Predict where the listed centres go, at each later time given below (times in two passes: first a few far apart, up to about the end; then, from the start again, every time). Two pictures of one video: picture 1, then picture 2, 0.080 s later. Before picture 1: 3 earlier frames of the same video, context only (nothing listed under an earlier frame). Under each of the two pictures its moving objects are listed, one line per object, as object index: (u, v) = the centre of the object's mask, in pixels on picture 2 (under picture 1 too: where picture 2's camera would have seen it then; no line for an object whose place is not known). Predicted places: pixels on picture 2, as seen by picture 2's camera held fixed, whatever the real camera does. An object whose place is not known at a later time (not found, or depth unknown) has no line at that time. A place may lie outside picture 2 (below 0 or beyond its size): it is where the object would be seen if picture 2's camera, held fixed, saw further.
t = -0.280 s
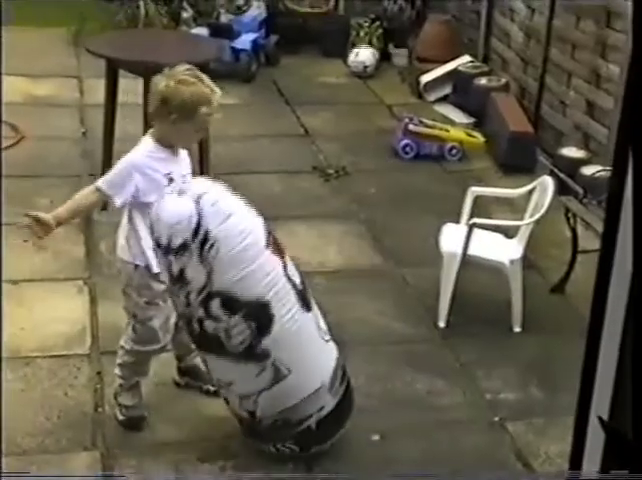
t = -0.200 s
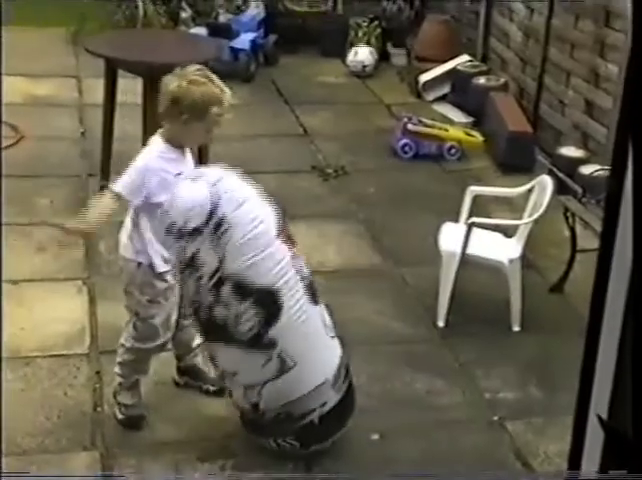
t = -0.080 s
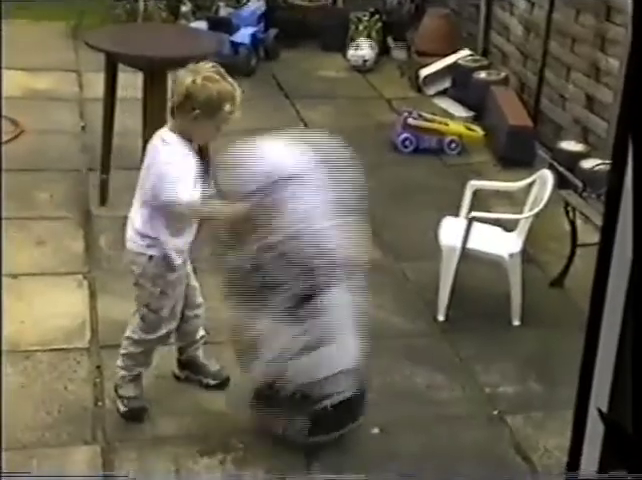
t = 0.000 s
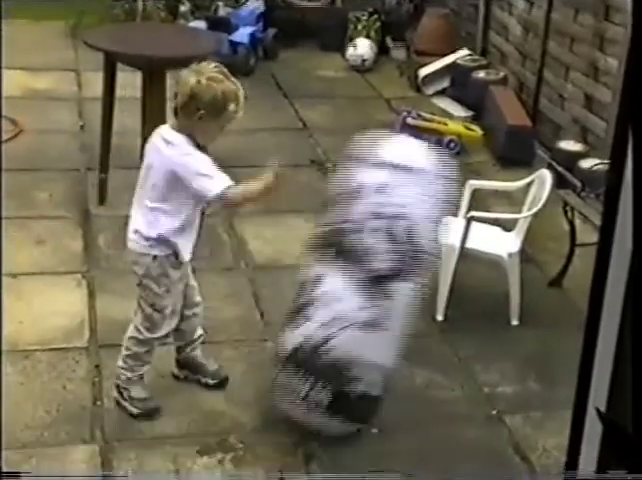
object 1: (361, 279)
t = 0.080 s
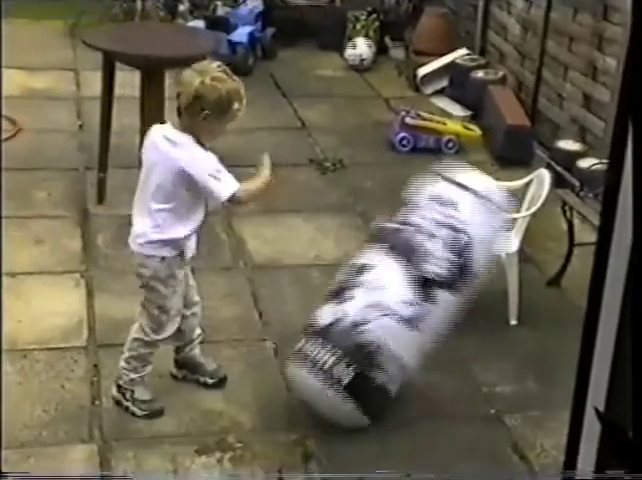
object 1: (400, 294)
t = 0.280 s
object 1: (435, 335)
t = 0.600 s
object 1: (413, 304)
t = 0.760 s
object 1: (366, 281)
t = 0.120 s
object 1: (413, 304)
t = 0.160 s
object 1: (423, 314)
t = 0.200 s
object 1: (430, 324)
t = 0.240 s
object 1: (433, 332)
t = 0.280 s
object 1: (435, 335)
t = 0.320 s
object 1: (435, 335)
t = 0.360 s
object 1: (435, 334)
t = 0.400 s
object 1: (434, 332)
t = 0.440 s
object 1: (432, 329)
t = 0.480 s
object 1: (430, 325)
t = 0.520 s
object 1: (426, 319)
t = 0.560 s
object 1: (421, 311)
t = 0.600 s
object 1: (413, 304)
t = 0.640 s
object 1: (404, 296)
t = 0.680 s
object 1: (393, 291)
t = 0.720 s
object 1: (380, 285)
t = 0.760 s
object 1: (366, 281)
